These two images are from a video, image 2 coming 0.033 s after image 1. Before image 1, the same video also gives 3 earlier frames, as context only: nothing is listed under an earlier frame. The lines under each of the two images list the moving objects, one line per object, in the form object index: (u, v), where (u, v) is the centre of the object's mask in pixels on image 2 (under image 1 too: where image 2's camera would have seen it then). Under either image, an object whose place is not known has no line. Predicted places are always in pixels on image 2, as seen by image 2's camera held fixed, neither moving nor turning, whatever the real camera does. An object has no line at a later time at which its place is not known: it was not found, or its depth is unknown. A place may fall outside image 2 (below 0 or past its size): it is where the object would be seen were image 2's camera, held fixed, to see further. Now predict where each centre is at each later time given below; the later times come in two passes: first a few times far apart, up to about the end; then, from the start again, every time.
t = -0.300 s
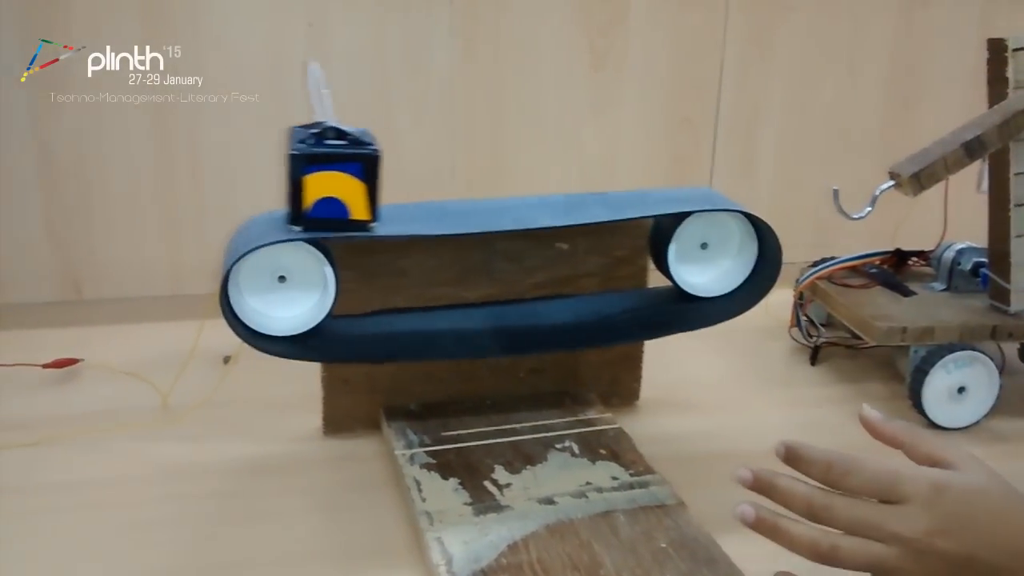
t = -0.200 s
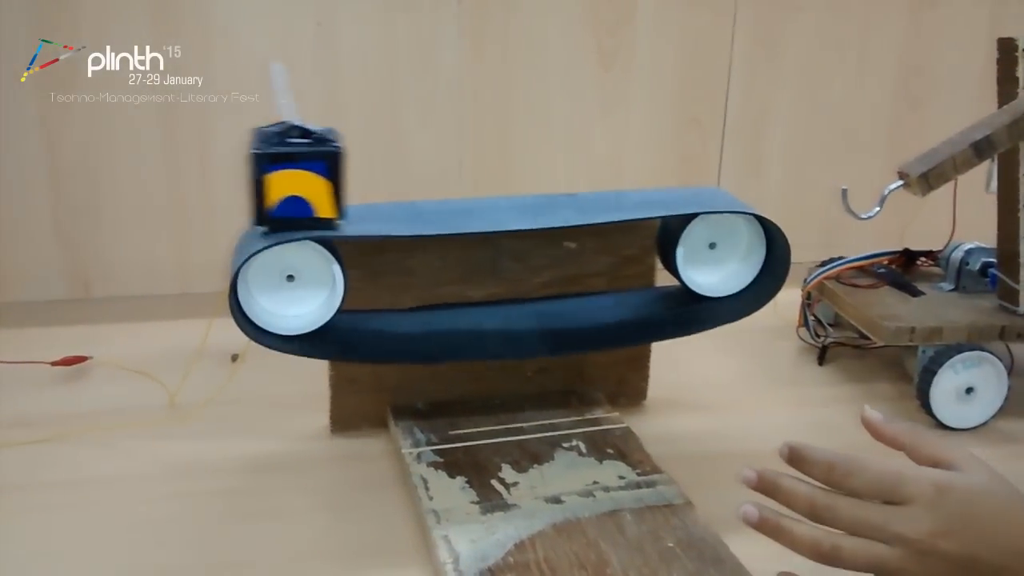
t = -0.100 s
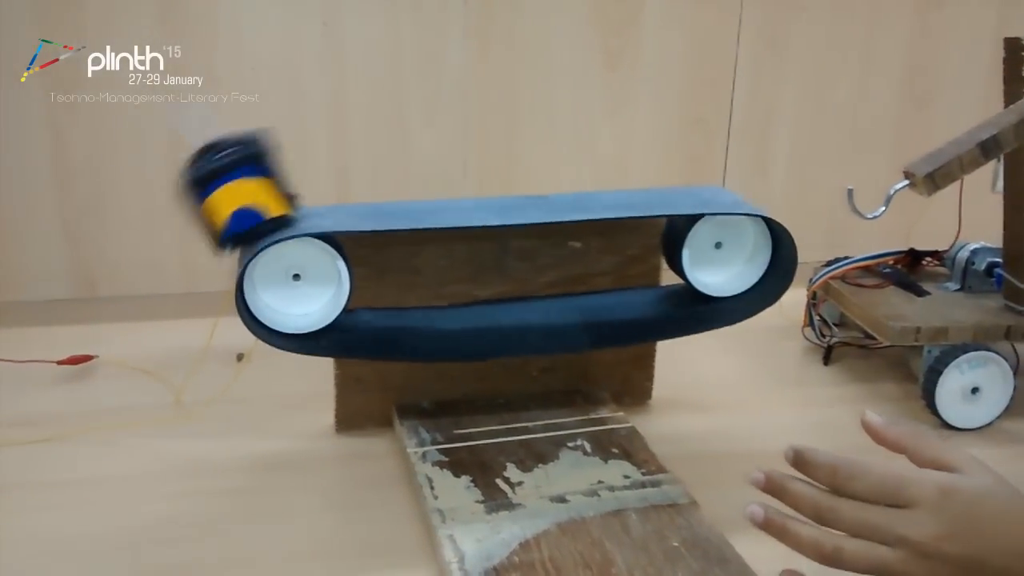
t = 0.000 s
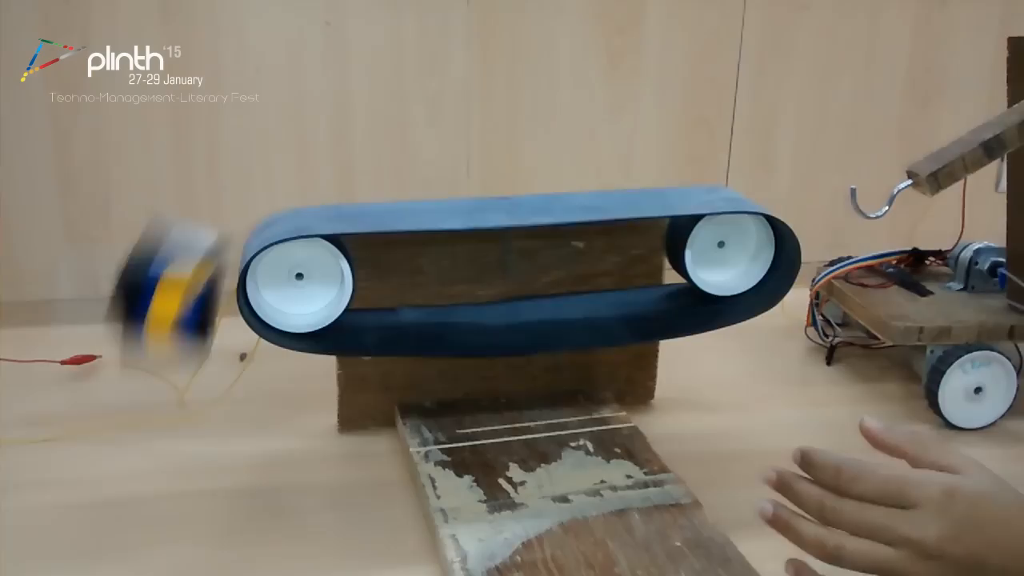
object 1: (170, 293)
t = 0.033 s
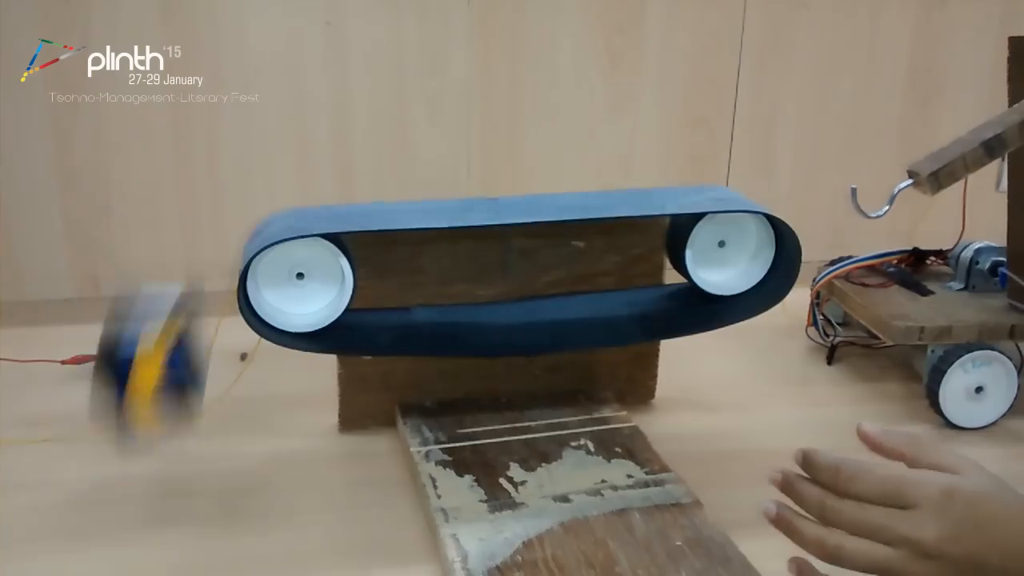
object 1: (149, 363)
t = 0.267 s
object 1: (110, 441)
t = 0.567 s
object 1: (102, 483)
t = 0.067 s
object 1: (134, 435)
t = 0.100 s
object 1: (125, 433)
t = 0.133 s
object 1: (116, 440)
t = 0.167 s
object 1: (113, 434)
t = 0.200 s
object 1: (111, 438)
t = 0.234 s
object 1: (111, 440)
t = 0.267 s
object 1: (110, 441)
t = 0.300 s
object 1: (109, 442)
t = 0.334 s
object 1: (109, 443)
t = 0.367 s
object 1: (109, 445)
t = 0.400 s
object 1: (108, 446)
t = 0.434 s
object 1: (108, 454)
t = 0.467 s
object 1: (109, 464)
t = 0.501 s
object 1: (109, 474)
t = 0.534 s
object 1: (105, 477)
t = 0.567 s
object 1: (102, 483)
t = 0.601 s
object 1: (102, 486)
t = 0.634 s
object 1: (101, 487)
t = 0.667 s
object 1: (101, 487)
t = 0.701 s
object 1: (101, 487)
